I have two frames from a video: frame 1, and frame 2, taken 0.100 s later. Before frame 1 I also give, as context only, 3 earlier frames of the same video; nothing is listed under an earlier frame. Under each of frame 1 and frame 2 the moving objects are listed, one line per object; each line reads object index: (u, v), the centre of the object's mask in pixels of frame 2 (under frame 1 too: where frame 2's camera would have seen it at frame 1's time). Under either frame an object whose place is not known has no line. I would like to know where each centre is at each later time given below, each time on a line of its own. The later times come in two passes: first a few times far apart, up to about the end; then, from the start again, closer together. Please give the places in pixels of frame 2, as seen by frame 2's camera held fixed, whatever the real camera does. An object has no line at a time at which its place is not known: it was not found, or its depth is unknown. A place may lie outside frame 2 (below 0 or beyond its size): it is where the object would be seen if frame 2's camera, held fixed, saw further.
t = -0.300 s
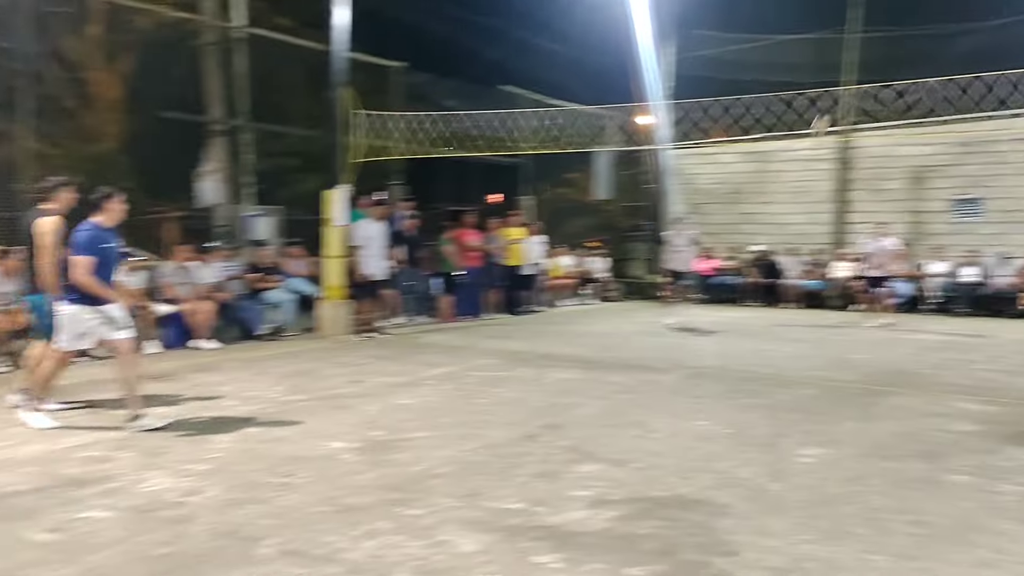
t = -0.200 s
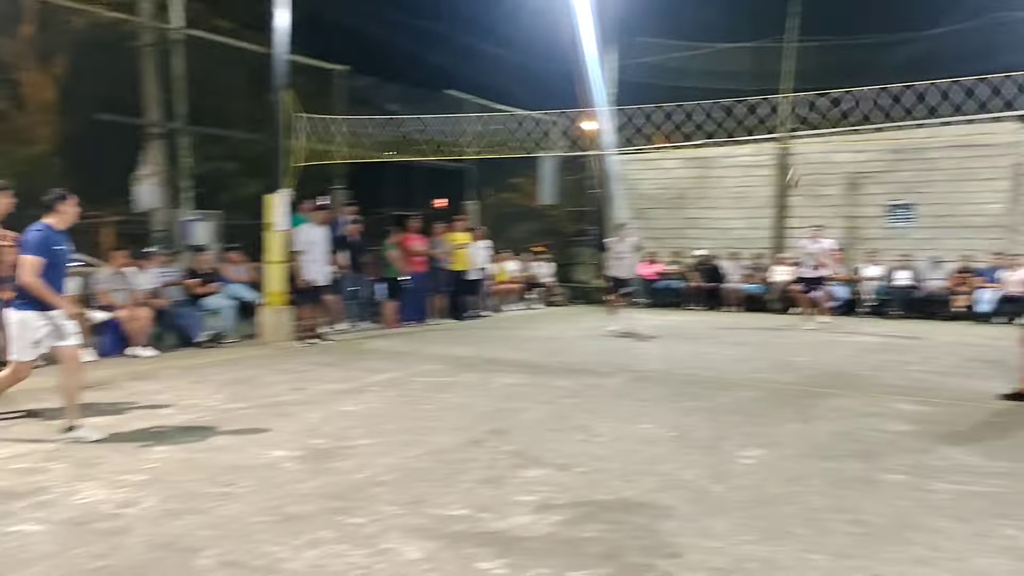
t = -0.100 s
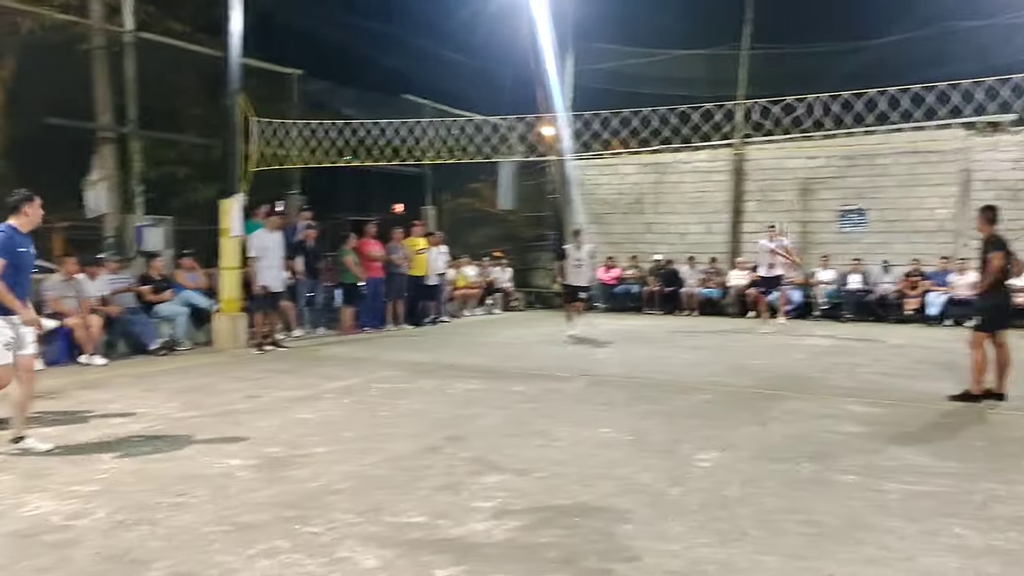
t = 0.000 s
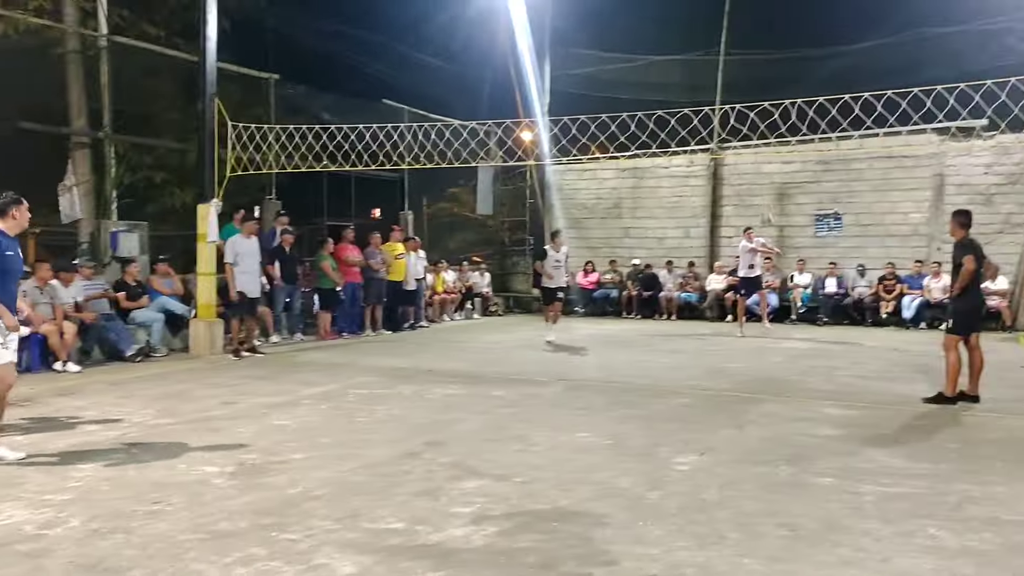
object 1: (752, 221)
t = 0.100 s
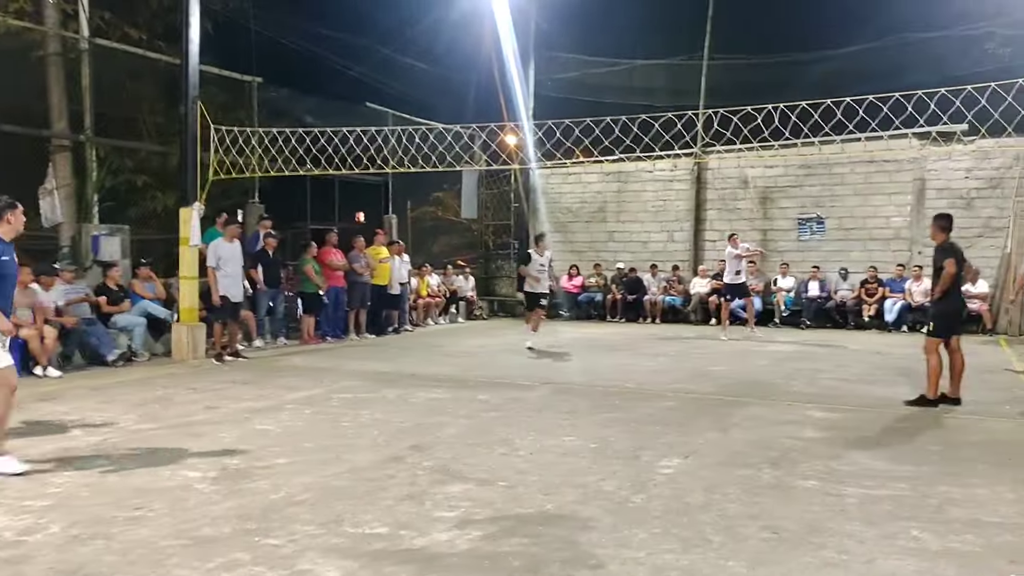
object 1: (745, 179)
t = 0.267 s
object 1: (735, 121)
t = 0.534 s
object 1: (719, 56)
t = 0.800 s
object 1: (698, 38)
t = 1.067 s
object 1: (674, 76)
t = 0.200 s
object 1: (739, 141)
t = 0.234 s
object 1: (737, 130)
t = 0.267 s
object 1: (735, 121)
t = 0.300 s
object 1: (734, 108)
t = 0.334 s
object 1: (732, 99)
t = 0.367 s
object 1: (730, 91)
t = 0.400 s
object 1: (727, 82)
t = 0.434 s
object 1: (725, 74)
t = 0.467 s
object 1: (723, 68)
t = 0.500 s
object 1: (721, 62)
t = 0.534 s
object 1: (719, 56)
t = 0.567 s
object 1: (717, 51)
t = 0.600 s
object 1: (714, 47)
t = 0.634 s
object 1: (712, 43)
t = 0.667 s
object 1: (709, 40)
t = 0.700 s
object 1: (707, 39)
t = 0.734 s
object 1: (704, 37)
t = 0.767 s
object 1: (701, 37)
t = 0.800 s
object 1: (698, 38)
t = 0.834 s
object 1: (696, 39)
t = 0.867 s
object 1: (693, 42)
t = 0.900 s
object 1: (691, 45)
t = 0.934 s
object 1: (687, 49)
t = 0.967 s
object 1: (684, 54)
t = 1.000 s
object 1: (681, 61)
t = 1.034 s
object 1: (678, 68)
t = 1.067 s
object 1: (674, 76)
